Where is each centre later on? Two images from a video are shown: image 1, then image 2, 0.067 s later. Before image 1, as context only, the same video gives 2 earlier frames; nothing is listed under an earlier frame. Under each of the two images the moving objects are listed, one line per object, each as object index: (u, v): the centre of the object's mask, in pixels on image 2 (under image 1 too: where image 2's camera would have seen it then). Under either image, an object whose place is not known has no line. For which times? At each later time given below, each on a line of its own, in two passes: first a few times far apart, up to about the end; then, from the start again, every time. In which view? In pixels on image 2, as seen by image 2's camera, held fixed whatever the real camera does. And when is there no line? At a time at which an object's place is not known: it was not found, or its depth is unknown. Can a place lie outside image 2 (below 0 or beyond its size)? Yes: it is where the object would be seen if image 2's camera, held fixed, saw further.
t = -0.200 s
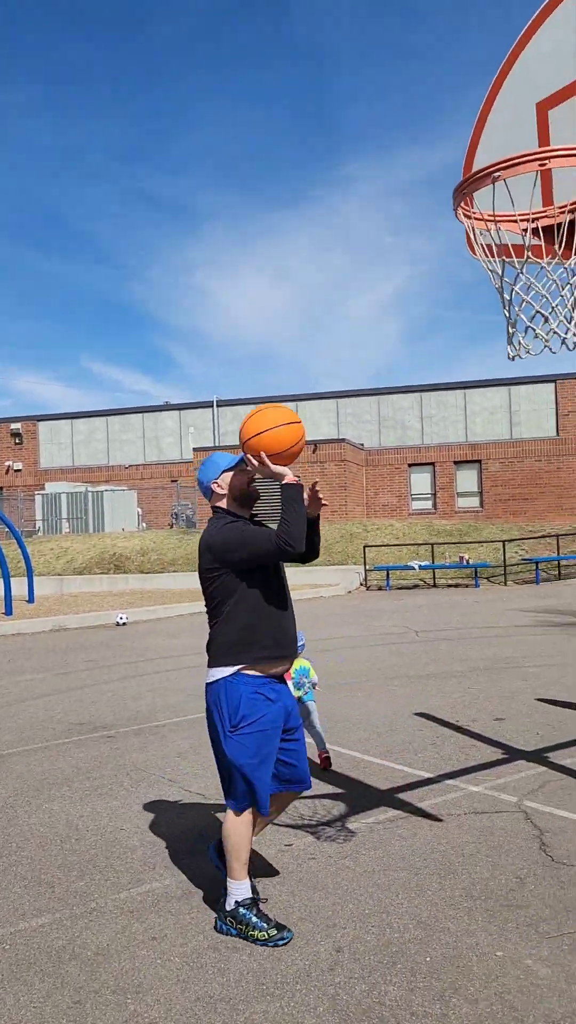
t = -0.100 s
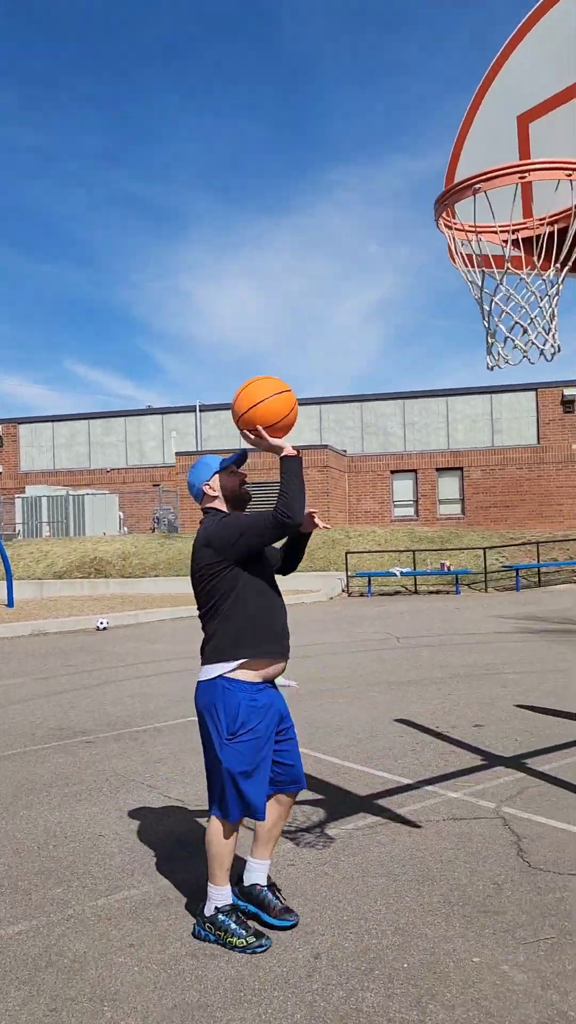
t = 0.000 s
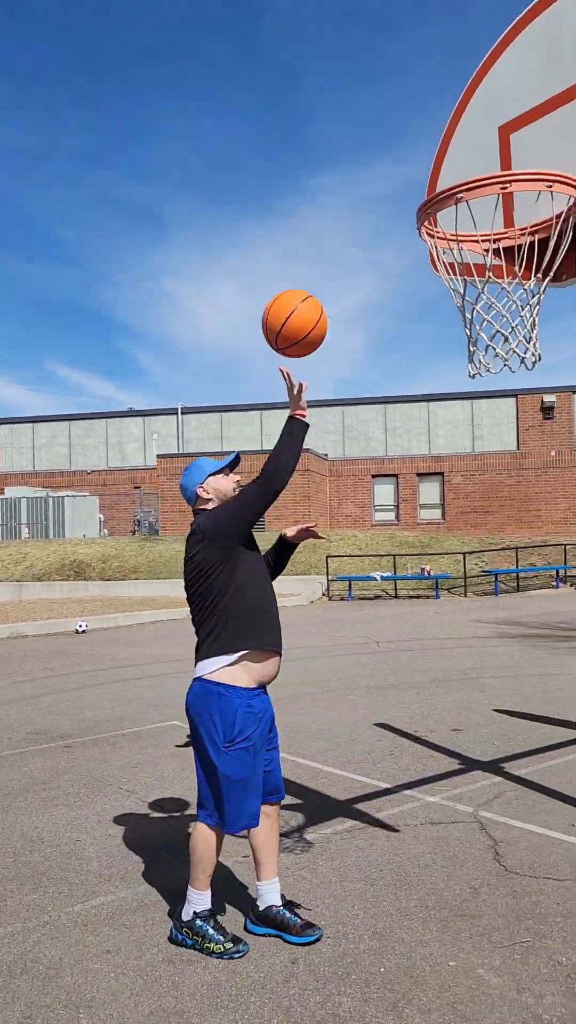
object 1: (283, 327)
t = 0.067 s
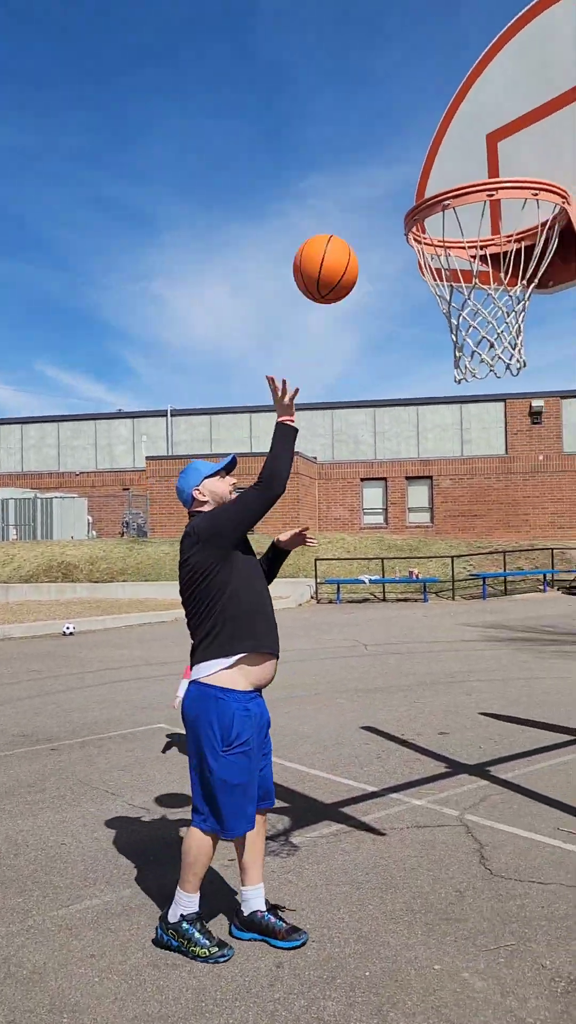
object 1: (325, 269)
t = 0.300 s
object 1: (465, 152)
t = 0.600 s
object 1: (475, 201)
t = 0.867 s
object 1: (442, 296)
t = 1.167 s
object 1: (473, 352)
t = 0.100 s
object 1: (347, 244)
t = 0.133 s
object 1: (368, 222)
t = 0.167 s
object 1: (386, 201)
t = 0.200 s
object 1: (406, 181)
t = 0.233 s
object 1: (429, 167)
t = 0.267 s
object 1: (452, 157)
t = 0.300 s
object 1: (465, 152)
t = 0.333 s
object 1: (461, 148)
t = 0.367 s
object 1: (458, 146)
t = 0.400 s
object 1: (453, 147)
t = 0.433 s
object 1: (449, 151)
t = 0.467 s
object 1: (444, 156)
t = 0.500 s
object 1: (439, 164)
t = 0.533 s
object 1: (435, 184)
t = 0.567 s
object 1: (448, 186)
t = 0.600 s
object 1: (475, 201)
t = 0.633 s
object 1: (496, 204)
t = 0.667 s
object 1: (515, 221)
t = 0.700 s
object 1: (509, 226)
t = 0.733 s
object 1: (494, 234)
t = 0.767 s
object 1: (480, 251)
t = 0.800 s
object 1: (466, 271)
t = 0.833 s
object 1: (452, 289)
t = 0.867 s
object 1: (442, 296)
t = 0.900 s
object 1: (437, 300)
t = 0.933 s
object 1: (431, 299)
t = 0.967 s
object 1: (431, 300)
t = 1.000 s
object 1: (435, 303)
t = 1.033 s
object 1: (439, 310)
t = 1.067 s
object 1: (444, 317)
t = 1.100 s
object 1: (451, 328)
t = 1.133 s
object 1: (461, 339)
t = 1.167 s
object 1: (473, 352)
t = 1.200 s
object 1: (485, 368)
